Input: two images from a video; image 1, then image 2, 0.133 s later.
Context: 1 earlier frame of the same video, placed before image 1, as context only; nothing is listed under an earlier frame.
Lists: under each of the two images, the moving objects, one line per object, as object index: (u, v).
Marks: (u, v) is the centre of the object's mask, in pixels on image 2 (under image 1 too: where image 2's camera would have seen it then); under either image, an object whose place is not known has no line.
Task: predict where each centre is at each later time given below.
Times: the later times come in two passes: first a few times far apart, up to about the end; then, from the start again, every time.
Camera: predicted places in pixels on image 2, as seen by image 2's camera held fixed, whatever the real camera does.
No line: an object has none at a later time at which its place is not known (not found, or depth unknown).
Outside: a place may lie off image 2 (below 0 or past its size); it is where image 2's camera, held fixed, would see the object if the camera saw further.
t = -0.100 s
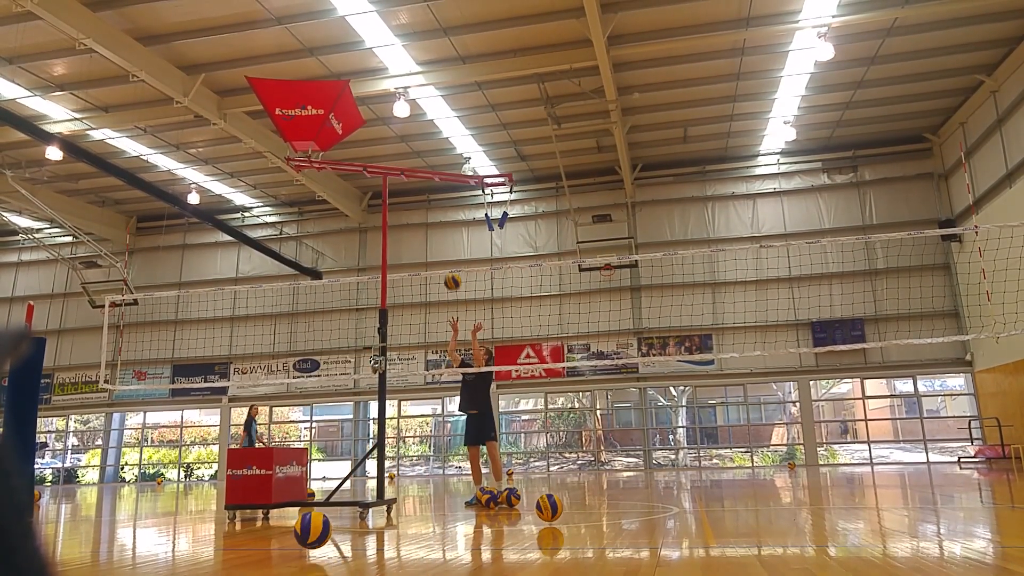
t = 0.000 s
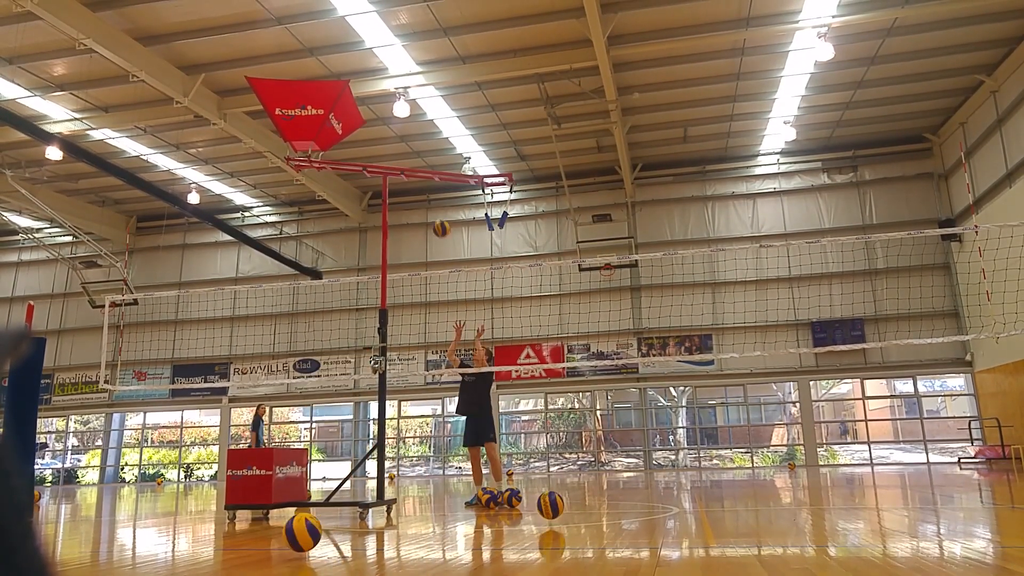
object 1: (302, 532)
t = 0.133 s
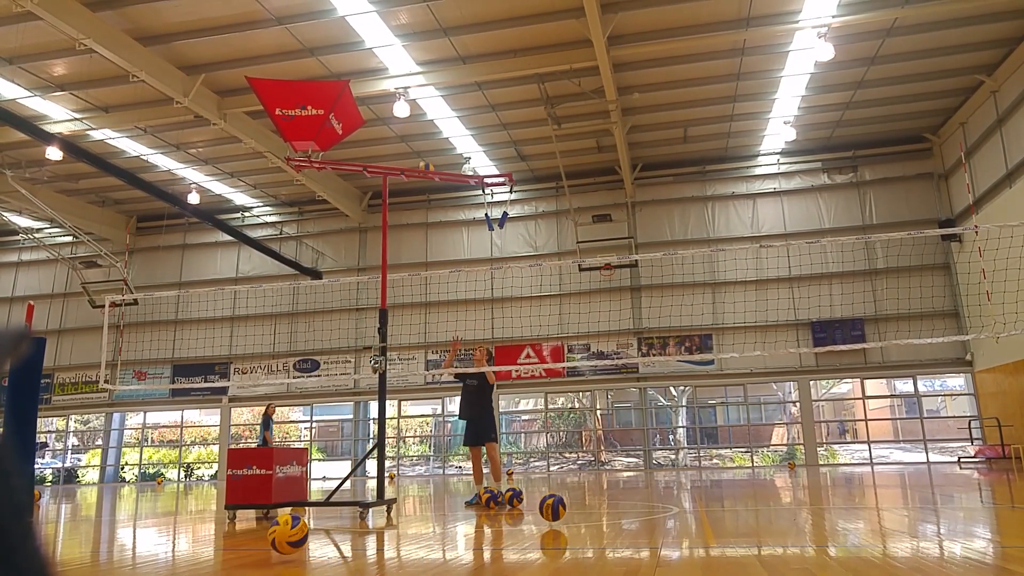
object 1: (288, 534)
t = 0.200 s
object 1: (281, 538)
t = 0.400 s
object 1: (256, 548)
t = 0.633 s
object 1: (225, 550)
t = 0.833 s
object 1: (195, 555)
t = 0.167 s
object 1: (284, 535)
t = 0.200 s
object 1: (281, 538)
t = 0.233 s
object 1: (276, 543)
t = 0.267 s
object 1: (273, 541)
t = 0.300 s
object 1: (269, 540)
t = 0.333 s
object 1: (266, 538)
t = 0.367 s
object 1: (261, 542)
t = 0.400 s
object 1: (256, 548)
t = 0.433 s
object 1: (253, 546)
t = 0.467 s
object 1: (247, 544)
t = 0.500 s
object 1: (242, 545)
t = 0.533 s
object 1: (239, 549)
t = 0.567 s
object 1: (234, 550)
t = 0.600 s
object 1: (229, 549)
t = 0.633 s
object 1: (225, 550)
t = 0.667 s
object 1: (220, 553)
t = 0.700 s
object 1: (216, 553)
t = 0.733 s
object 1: (211, 553)
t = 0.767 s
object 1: (205, 554)
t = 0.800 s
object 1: (200, 556)
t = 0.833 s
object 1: (195, 555)
